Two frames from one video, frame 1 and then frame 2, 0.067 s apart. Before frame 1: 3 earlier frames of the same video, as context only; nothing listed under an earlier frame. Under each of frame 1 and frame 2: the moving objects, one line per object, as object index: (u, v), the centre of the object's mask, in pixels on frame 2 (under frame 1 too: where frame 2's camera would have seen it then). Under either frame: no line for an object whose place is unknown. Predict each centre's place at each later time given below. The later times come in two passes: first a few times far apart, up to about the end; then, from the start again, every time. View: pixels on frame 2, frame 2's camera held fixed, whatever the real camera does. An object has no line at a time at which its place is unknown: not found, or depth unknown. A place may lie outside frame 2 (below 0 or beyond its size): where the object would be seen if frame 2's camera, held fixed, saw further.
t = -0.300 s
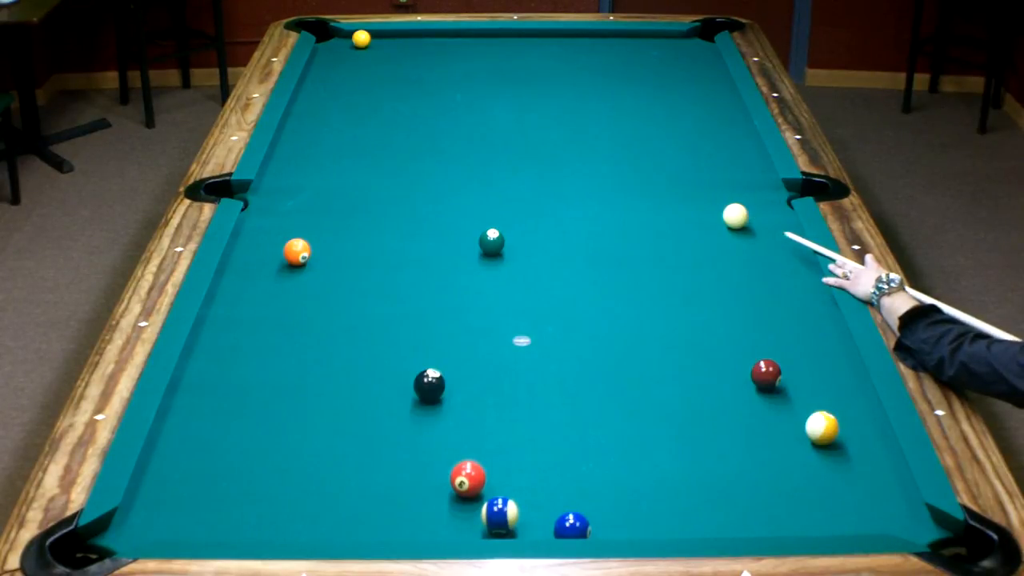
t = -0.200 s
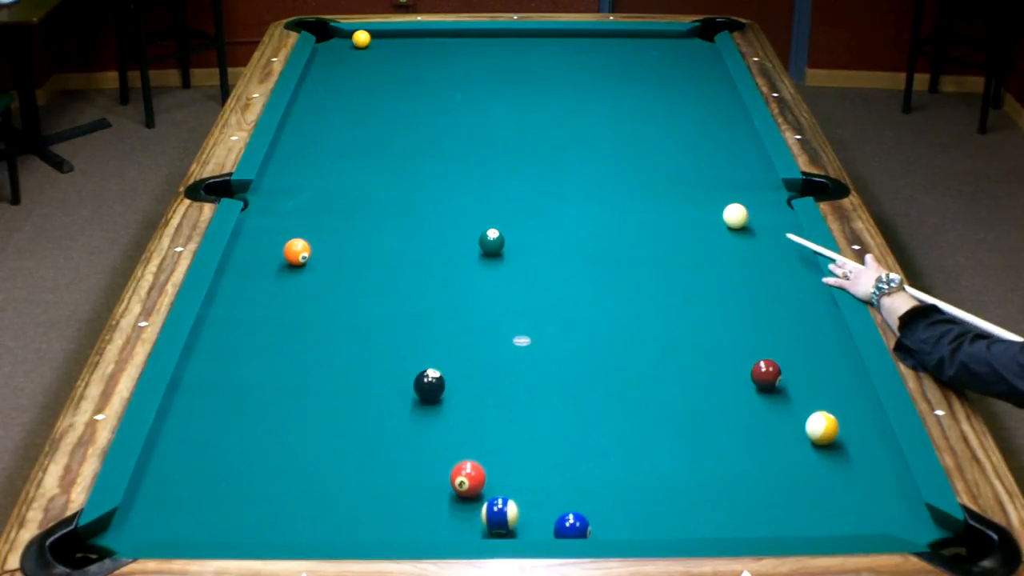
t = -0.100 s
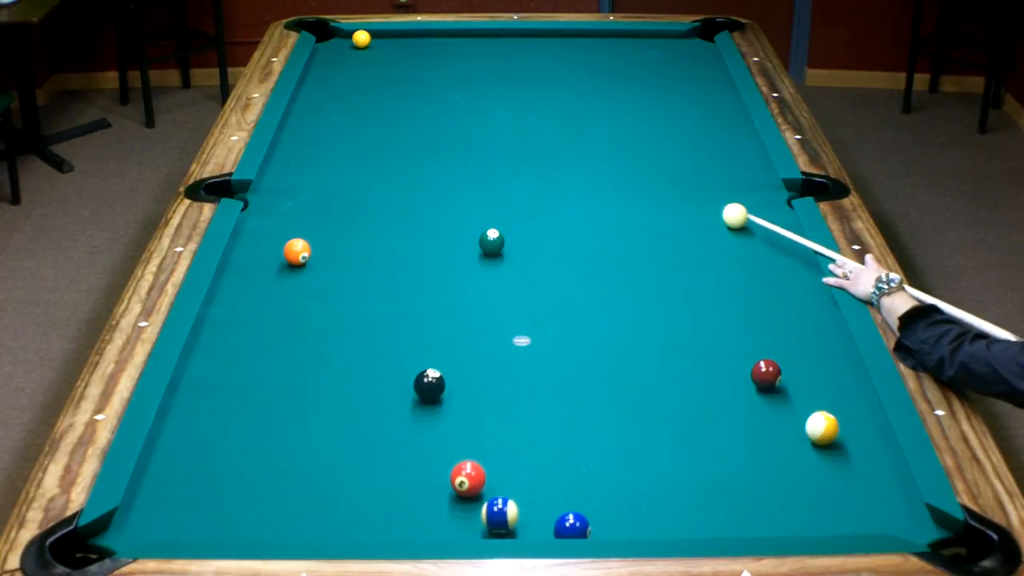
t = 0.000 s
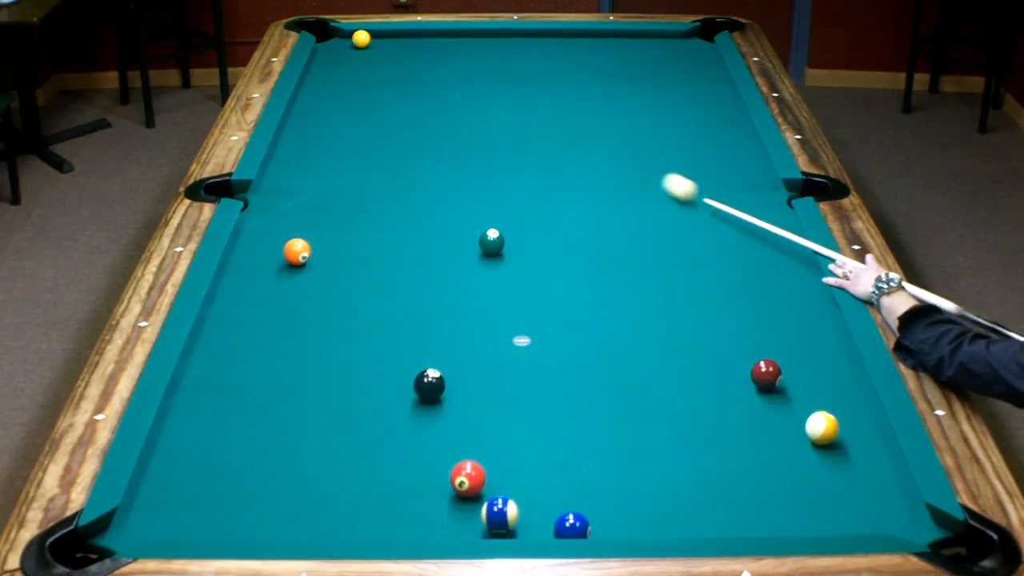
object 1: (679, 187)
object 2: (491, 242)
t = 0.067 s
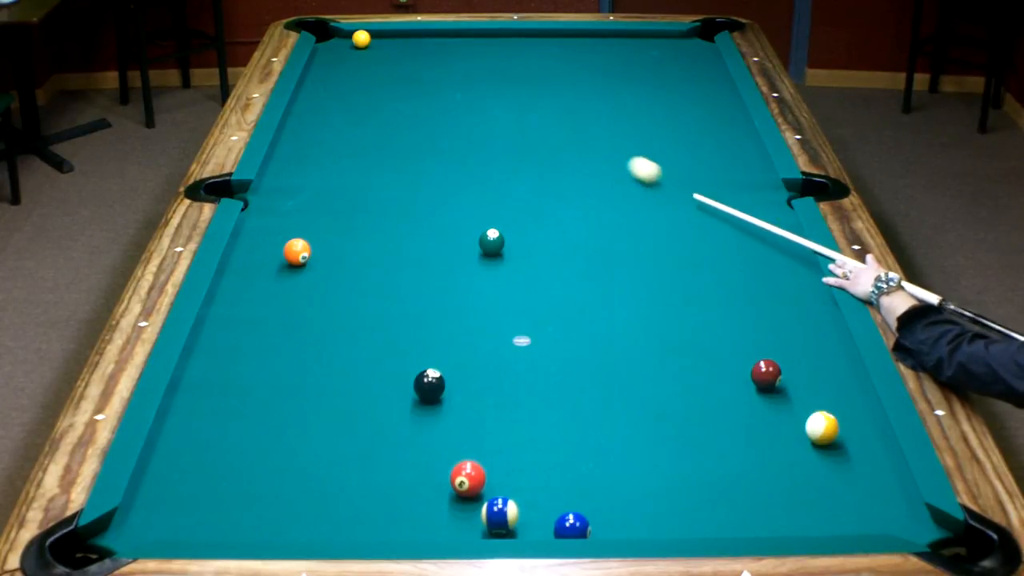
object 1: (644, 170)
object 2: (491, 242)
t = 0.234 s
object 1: (567, 132)
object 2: (491, 242)
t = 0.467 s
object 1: (475, 87)
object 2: (491, 242)
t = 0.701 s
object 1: (398, 50)
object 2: (491, 242)
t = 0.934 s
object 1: (391, 39)
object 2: (491, 242)
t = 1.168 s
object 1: (400, 53)
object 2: (491, 242)
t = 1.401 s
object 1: (407, 65)
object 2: (491, 242)
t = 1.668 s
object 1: (416, 80)
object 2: (491, 242)
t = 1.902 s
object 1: (424, 93)
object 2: (491, 242)
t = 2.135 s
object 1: (432, 106)
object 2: (491, 242)
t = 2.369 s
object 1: (440, 120)
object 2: (491, 242)
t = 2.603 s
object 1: (449, 133)
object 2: (491, 242)
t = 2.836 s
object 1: (457, 147)
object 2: (491, 242)
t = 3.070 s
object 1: (466, 160)
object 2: (491, 242)
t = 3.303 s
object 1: (475, 174)
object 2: (491, 242)
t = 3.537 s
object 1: (483, 187)
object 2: (491, 242)
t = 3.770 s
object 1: (491, 201)
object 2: (491, 242)
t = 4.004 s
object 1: (500, 214)
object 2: (491, 242)
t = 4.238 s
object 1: (509, 227)
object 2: (491, 242)
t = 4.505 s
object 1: (520, 241)
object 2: (489, 243)
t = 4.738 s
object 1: (533, 251)
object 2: (486, 244)
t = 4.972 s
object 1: (546, 261)
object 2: (484, 244)
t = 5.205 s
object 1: (557, 270)
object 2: (483, 244)
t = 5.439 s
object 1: (568, 278)
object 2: (483, 244)
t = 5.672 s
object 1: (578, 286)
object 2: (483, 244)
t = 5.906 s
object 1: (587, 294)
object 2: (483, 244)
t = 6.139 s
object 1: (596, 300)
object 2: (483, 244)
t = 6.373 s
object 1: (603, 306)
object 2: (483, 244)
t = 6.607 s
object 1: (610, 310)
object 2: (483, 244)
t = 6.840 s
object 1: (615, 315)
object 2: (483, 244)
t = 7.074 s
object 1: (619, 318)
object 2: (483, 244)
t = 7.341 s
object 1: (622, 320)
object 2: (483, 244)
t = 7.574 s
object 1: (624, 321)
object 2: (483, 244)
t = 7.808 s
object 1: (626, 322)
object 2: (483, 244)
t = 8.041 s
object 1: (627, 321)
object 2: (483, 244)
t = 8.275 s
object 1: (627, 322)
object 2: (483, 244)
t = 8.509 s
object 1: (627, 321)
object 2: (483, 244)
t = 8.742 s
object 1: (627, 322)
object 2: (483, 244)
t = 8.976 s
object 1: (627, 321)
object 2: (483, 244)
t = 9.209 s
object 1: (627, 321)
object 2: (483, 244)
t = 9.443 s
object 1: (627, 321)
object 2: (483, 244)
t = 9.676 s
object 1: (627, 321)
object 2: (483, 244)
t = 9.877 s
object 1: (627, 321)
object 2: (483, 244)
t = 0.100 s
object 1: (628, 162)
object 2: (491, 242)
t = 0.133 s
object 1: (612, 154)
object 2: (491, 242)
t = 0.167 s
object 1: (597, 146)
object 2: (491, 242)
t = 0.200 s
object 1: (582, 139)
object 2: (491, 242)
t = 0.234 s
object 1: (567, 132)
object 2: (491, 242)
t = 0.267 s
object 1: (553, 125)
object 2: (491, 242)
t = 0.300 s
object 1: (539, 118)
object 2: (491, 242)
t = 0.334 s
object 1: (526, 112)
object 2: (491, 242)
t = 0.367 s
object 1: (512, 105)
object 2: (491, 242)
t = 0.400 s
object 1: (500, 99)
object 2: (491, 242)
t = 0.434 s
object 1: (487, 93)
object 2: (491, 242)
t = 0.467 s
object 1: (475, 87)
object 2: (491, 242)
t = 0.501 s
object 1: (463, 81)
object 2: (491, 242)
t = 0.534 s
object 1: (452, 75)
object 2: (491, 242)
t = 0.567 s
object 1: (441, 70)
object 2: (491, 242)
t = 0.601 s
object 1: (430, 65)
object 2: (491, 242)
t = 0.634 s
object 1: (419, 60)
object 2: (491, 242)
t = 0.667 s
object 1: (409, 55)
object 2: (491, 242)
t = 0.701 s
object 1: (398, 50)
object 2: (491, 242)
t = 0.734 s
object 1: (389, 45)
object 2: (491, 242)
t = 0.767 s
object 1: (381, 41)
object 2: (491, 242)
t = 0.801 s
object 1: (381, 37)
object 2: (491, 242)
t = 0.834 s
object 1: (384, 34)
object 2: (491, 242)
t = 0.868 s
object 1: (386, 34)
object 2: (491, 242)
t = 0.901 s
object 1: (389, 37)
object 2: (491, 242)
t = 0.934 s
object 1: (391, 39)
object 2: (491, 242)
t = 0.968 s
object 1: (393, 42)
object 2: (491, 242)
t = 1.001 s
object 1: (394, 44)
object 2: (491, 242)
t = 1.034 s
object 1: (395, 46)
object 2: (491, 242)
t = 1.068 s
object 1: (396, 47)
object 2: (491, 242)
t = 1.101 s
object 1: (397, 49)
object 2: (491, 242)
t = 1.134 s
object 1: (399, 51)
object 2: (491, 242)
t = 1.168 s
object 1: (400, 53)
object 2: (491, 242)
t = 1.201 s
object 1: (401, 54)
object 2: (491, 242)
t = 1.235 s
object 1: (402, 56)
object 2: (491, 242)
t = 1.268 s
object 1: (403, 58)
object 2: (491, 242)
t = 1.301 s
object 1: (404, 60)
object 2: (491, 242)
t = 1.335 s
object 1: (405, 62)
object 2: (491, 242)
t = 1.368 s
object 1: (406, 64)
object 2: (491, 242)
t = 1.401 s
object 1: (407, 65)
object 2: (491, 242)
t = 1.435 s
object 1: (408, 67)
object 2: (491, 242)
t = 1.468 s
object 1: (409, 69)
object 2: (491, 242)
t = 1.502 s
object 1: (410, 71)
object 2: (491, 242)
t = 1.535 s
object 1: (412, 73)
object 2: (491, 242)
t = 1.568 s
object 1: (412, 75)
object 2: (491, 242)
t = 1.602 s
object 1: (414, 76)
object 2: (491, 242)
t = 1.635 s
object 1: (415, 78)
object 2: (491, 242)
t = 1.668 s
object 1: (416, 80)
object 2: (491, 242)
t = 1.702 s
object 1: (417, 82)
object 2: (491, 242)
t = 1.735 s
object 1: (418, 84)
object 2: (491, 242)
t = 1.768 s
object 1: (419, 86)
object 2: (491, 242)
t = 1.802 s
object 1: (420, 87)
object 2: (491, 242)
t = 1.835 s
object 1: (422, 89)
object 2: (491, 242)
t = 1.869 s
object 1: (423, 91)
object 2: (491, 242)
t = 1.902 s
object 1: (424, 93)
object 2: (491, 242)
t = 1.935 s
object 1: (425, 95)
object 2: (491, 242)
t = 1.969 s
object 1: (426, 97)
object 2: (491, 242)
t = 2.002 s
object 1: (427, 99)
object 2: (491, 242)
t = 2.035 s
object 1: (429, 101)
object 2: (491, 242)
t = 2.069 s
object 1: (430, 102)
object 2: (491, 242)
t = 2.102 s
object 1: (431, 104)
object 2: (491, 242)
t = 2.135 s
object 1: (432, 106)
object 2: (491, 242)
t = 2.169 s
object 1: (433, 108)
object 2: (491, 242)
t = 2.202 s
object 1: (435, 110)
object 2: (491, 242)
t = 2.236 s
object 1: (436, 112)
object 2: (491, 242)
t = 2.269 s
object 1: (437, 114)
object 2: (491, 242)
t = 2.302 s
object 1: (438, 116)
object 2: (491, 242)
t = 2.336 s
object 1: (439, 118)
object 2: (491, 242)
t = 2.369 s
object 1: (440, 120)
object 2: (491, 242)
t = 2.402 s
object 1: (442, 122)
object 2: (491, 242)
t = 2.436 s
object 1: (443, 124)
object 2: (491, 242)
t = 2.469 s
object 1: (444, 125)
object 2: (491, 242)
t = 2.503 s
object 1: (445, 127)
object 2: (491, 242)
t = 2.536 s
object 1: (446, 129)
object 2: (491, 242)
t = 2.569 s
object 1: (448, 131)
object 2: (491, 242)
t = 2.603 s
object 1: (449, 133)
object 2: (491, 242)
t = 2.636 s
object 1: (450, 135)
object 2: (491, 242)
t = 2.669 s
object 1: (451, 137)
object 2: (491, 242)
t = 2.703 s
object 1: (453, 139)
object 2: (491, 242)
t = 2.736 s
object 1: (454, 141)
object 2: (491, 242)
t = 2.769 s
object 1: (455, 143)
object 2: (491, 242)
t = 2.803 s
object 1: (456, 145)
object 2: (491, 242)
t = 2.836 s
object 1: (457, 147)
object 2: (491, 242)
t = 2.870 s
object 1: (459, 149)
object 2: (491, 242)
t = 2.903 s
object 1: (460, 151)
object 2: (491, 242)
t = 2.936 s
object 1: (461, 153)
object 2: (491, 242)
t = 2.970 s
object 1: (463, 155)
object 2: (491, 242)
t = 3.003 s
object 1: (464, 156)
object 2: (491, 242)
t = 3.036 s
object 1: (465, 158)
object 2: (491, 242)
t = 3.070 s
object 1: (466, 160)
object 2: (491, 242)
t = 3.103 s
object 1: (467, 162)
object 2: (491, 242)
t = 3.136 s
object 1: (469, 164)
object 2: (491, 242)
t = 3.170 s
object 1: (470, 166)
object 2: (491, 242)
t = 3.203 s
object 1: (471, 168)
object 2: (491, 242)
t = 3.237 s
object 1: (472, 170)
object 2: (491, 242)
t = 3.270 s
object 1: (474, 172)
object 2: (491, 242)
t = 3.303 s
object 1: (475, 174)
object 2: (491, 242)
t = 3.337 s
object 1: (476, 176)
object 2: (491, 242)
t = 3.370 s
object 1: (477, 178)
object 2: (491, 242)
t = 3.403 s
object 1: (478, 180)
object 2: (491, 242)
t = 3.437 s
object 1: (480, 182)
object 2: (491, 242)
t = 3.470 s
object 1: (481, 184)
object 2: (491, 242)
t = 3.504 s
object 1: (482, 185)
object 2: (491, 242)
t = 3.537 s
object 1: (483, 187)
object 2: (491, 242)
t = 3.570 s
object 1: (484, 189)
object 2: (491, 242)
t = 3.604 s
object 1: (485, 191)
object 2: (491, 242)
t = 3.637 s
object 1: (487, 193)
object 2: (491, 242)
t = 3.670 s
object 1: (488, 195)
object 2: (491, 242)
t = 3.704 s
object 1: (489, 197)
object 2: (491, 242)
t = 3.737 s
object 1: (490, 199)
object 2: (491, 242)
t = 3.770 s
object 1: (491, 201)
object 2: (491, 242)
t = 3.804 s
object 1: (493, 203)
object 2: (491, 242)
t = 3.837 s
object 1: (494, 204)
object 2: (491, 242)
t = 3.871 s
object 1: (495, 206)
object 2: (491, 242)
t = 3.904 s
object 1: (496, 208)
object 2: (491, 242)
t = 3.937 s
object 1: (497, 210)
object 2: (491, 242)
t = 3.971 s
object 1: (499, 212)
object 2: (491, 242)
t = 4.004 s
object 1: (500, 214)
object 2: (491, 242)
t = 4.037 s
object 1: (501, 216)
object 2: (491, 242)
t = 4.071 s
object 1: (502, 218)
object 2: (491, 242)
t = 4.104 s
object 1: (504, 219)
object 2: (491, 242)
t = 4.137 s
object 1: (505, 221)
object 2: (491, 242)
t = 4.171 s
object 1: (506, 223)
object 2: (491, 242)
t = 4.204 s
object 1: (508, 225)
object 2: (491, 242)
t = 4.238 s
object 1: (509, 227)
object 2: (491, 242)
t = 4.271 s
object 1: (510, 228)
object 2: (491, 242)
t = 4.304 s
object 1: (511, 230)
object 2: (491, 242)
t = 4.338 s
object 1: (512, 232)
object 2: (491, 242)
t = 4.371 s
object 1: (514, 234)
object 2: (492, 242)
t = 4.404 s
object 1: (515, 236)
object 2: (491, 242)
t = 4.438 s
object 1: (517, 238)
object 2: (490, 242)
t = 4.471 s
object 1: (519, 239)
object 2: (489, 243)
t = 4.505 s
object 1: (520, 241)
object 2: (489, 243)
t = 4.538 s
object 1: (522, 242)
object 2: (489, 243)
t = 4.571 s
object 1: (524, 244)
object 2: (488, 243)
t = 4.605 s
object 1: (526, 245)
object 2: (487, 244)
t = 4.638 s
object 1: (528, 246)
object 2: (487, 244)
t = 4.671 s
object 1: (530, 248)
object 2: (487, 243)
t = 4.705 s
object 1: (531, 249)
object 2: (486, 244)
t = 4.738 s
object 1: (533, 251)
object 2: (486, 244)
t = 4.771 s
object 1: (535, 252)
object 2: (485, 244)
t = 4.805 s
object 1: (537, 254)
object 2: (485, 244)
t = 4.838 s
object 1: (539, 255)
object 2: (485, 244)
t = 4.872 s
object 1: (540, 257)
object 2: (485, 244)
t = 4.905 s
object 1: (542, 258)
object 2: (484, 244)
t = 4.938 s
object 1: (544, 259)
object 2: (484, 244)
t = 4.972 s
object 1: (546, 261)
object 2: (484, 244)
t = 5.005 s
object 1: (547, 262)
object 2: (484, 245)
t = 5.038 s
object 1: (549, 263)
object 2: (484, 244)
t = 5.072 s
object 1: (551, 265)
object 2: (484, 244)
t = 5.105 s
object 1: (552, 266)
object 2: (484, 244)
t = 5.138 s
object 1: (554, 267)
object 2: (483, 244)
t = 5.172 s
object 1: (556, 268)
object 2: (483, 244)
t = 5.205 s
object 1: (557, 270)
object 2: (483, 244)
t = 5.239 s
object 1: (559, 271)
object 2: (483, 244)
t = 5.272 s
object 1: (561, 272)
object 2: (483, 244)
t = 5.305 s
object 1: (562, 273)
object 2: (483, 244)
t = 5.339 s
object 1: (564, 275)
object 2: (483, 244)
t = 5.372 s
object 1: (565, 276)
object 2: (483, 244)
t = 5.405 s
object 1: (567, 277)
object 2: (483, 244)
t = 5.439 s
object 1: (568, 278)
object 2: (483, 244)
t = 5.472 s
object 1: (570, 280)
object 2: (483, 244)
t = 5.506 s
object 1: (571, 281)
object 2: (483, 244)
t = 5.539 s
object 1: (573, 282)
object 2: (483, 244)
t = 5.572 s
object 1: (574, 283)
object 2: (483, 244)
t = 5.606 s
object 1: (575, 284)
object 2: (483, 244)
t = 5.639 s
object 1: (577, 285)
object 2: (483, 244)
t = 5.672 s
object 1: (578, 286)
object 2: (483, 244)
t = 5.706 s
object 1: (580, 287)
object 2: (483, 244)
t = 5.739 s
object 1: (581, 288)
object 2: (483, 244)
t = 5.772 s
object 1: (582, 289)
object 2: (483, 244)
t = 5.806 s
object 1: (584, 291)
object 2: (483, 244)
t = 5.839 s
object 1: (585, 292)
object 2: (483, 244)
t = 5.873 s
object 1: (586, 293)
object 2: (483, 244)
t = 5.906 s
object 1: (587, 294)
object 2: (483, 244)
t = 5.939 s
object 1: (589, 294)
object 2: (483, 244)
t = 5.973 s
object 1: (590, 296)
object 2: (483, 244)
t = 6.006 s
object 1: (591, 297)
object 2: (483, 244)
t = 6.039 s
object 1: (592, 298)
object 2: (483, 244)
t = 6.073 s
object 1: (594, 298)
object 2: (483, 244)
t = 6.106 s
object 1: (595, 299)
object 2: (483, 244)
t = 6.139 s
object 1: (596, 300)
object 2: (483, 244)
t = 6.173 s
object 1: (597, 301)
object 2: (483, 244)
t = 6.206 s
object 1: (598, 302)
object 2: (483, 244)
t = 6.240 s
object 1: (599, 303)
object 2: (483, 244)
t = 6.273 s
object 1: (600, 303)
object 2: (483, 244)
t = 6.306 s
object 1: (601, 304)
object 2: (483, 244)
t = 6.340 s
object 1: (602, 305)
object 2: (483, 244)
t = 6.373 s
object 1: (603, 306)
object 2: (483, 244)
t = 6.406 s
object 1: (604, 306)
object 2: (483, 244)
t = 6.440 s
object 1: (605, 307)
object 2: (483, 244)
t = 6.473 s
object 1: (606, 308)
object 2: (483, 244)
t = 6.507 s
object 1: (607, 308)
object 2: (483, 244)
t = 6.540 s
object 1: (608, 309)
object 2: (483, 244)
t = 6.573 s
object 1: (609, 310)
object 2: (483, 244)
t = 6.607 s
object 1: (610, 310)
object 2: (483, 244)
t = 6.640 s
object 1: (610, 311)
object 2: (483, 244)
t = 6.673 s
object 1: (611, 312)
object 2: (483, 244)
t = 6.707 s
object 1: (612, 312)
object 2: (483, 244)
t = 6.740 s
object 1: (613, 313)
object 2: (483, 244)
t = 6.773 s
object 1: (613, 313)
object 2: (483, 244)
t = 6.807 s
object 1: (614, 314)
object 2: (483, 244)
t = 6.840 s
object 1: (615, 315)
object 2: (483, 244)
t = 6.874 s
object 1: (615, 315)
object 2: (483, 244)
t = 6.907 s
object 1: (616, 315)
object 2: (483, 244)
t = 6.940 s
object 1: (617, 316)
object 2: (483, 244)
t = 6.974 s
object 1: (617, 316)
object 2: (483, 244)
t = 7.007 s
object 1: (618, 317)
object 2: (483, 244)
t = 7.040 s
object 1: (618, 317)
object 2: (483, 244)
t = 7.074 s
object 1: (619, 318)
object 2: (483, 244)
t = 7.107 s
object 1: (619, 318)
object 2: (483, 244)
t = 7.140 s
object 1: (620, 318)
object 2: (483, 244)
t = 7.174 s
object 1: (620, 319)
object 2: (483, 244)
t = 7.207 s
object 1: (620, 319)
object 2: (483, 244)
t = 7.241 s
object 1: (621, 319)
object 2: (483, 244)
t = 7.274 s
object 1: (621, 320)
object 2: (483, 244)
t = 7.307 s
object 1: (622, 320)
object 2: (483, 244)
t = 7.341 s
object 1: (622, 320)
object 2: (483, 244)
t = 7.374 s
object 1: (622, 320)
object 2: (483, 244)
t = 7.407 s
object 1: (623, 321)
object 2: (483, 244)
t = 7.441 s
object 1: (623, 321)
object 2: (483, 244)
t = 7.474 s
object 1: (623, 321)
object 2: (483, 244)
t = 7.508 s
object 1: (624, 321)
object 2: (483, 244)
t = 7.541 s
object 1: (624, 321)
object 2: (483, 244)
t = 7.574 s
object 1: (624, 321)
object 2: (483, 244)
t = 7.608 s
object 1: (625, 321)
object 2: (483, 244)
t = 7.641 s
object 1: (625, 321)
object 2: (483, 244)
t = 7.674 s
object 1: (625, 321)
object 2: (483, 244)
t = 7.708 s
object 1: (625, 321)
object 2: (483, 244)
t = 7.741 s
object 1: (626, 322)
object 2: (483, 244)
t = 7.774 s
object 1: (626, 322)
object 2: (483, 244)
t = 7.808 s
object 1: (626, 322)
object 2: (483, 244)
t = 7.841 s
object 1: (626, 322)
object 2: (483, 244)
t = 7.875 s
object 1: (627, 322)
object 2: (483, 244)
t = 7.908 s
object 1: (627, 322)
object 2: (483, 244)
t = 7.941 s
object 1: (627, 322)
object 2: (483, 244)
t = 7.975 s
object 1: (627, 322)
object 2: (483, 244)
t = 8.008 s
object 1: (627, 322)
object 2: (483, 244)
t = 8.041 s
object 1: (627, 321)
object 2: (483, 244)
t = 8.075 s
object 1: (627, 321)
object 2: (483, 244)
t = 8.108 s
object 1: (627, 321)
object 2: (483, 244)
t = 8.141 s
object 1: (627, 322)
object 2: (483, 244)
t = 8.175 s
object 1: (627, 322)
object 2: (483, 244)
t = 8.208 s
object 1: (627, 322)
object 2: (483, 244)
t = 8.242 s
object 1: (627, 322)
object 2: (483, 244)
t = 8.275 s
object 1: (627, 322)
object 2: (483, 244)
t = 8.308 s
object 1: (627, 321)
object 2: (483, 244)
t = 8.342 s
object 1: (627, 321)
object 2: (483, 244)
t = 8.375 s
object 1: (627, 321)
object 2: (483, 244)
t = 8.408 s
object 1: (627, 321)
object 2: (483, 244)
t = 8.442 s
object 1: (627, 321)
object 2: (483, 244)
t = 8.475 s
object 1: (627, 321)
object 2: (483, 244)
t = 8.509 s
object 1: (627, 321)
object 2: (483, 244)
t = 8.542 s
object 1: (627, 321)
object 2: (483, 244)
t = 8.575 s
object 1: (627, 321)
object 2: (483, 244)
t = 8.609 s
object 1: (627, 321)
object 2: (483, 244)
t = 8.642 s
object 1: (627, 321)
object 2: (483, 244)
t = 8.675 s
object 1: (627, 322)
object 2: (483, 244)
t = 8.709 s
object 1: (627, 321)
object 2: (483, 244)
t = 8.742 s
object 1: (627, 322)
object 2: (483, 244)
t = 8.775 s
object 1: (627, 321)
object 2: (483, 244)
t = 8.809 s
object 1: (627, 321)
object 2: (483, 244)
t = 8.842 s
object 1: (627, 321)
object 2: (483, 244)
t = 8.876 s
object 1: (627, 321)
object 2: (483, 244)
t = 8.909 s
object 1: (627, 321)
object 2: (483, 244)
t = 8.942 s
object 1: (627, 321)
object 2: (483, 244)
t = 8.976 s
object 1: (627, 321)
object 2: (483, 244)
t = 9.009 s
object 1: (627, 321)
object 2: (483, 244)
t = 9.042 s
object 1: (627, 321)
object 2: (483, 244)
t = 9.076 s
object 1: (627, 321)
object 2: (483, 244)
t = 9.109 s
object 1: (627, 321)
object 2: (483, 244)
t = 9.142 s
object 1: (627, 321)
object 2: (483, 244)
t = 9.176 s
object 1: (627, 321)
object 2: (483, 244)
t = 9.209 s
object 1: (627, 321)
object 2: (483, 244)
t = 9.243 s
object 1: (627, 321)
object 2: (483, 244)
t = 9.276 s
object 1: (627, 321)
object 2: (483, 244)
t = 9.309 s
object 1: (627, 321)
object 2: (483, 244)
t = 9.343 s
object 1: (627, 321)
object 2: (483, 244)
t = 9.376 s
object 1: (627, 321)
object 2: (483, 244)
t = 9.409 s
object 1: (627, 321)
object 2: (483, 244)
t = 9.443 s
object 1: (627, 321)
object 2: (483, 244)
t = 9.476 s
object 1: (627, 321)
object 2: (483, 244)
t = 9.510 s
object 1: (627, 321)
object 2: (483, 244)
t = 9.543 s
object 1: (627, 321)
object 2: (483, 244)
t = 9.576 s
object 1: (627, 321)
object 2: (483, 244)
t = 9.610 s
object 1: (627, 321)
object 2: (483, 244)
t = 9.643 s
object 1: (627, 321)
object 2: (483, 244)
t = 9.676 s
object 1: (627, 321)
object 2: (483, 244)
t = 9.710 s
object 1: (627, 321)
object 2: (483, 244)
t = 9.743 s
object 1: (627, 321)
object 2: (483, 244)
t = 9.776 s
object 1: (627, 321)
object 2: (483, 244)
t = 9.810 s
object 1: (627, 321)
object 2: (483, 244)
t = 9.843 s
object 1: (627, 321)
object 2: (483, 244)
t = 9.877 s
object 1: (627, 321)
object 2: (483, 244)
